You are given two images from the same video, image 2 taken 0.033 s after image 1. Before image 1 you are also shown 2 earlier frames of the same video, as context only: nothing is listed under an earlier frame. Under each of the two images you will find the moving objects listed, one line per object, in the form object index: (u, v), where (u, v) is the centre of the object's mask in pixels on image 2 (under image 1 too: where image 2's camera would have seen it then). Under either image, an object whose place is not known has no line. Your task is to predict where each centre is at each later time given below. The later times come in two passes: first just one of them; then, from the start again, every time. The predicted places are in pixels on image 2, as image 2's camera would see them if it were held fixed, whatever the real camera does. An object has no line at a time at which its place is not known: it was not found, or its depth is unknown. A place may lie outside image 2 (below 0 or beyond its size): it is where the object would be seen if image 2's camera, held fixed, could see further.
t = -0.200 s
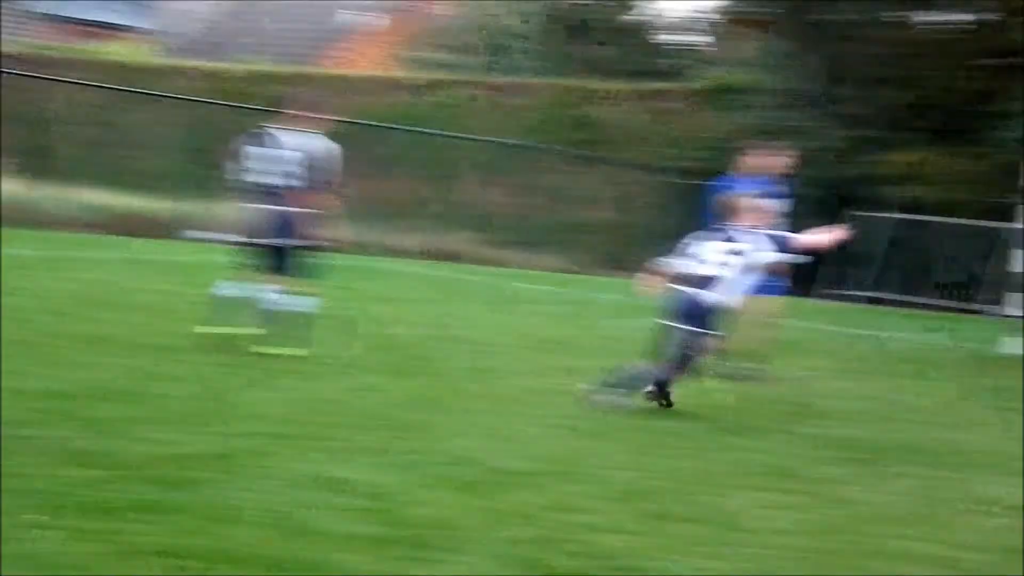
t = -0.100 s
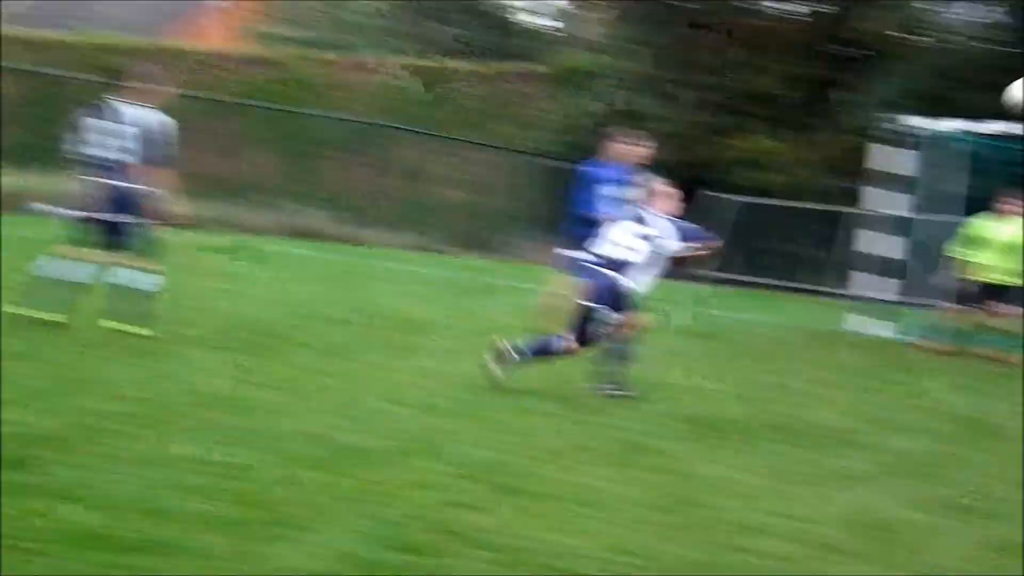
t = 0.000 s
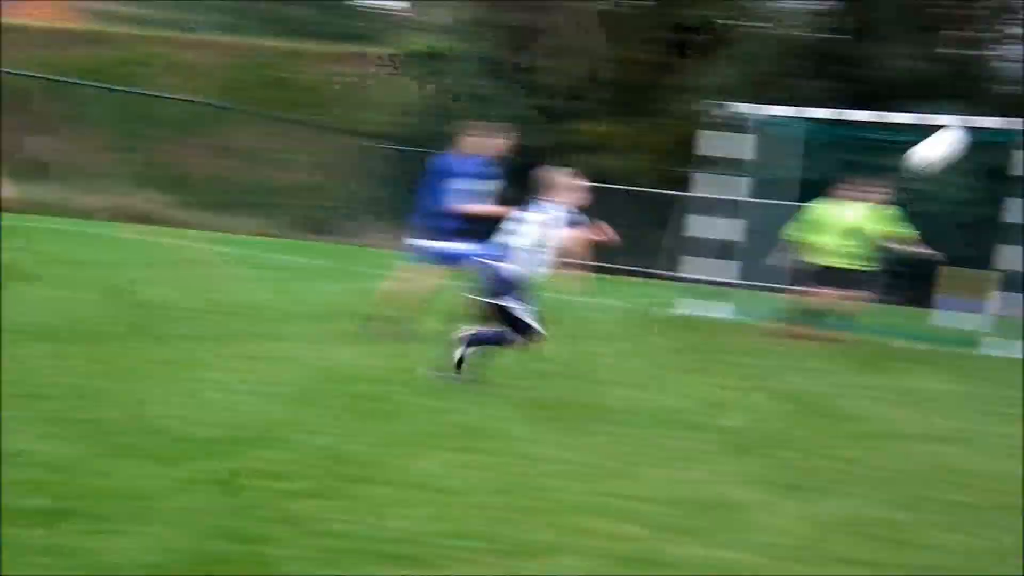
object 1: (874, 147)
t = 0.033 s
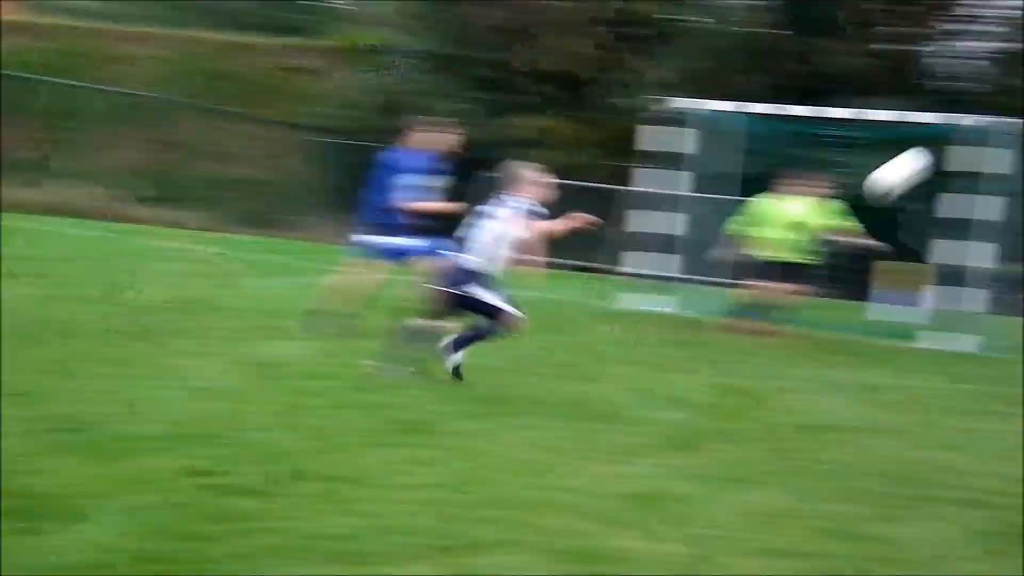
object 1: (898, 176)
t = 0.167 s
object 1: (1000, 302)
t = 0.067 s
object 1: (922, 205)
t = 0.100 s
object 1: (948, 233)
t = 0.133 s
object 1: (973, 264)
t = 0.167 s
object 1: (1000, 302)
